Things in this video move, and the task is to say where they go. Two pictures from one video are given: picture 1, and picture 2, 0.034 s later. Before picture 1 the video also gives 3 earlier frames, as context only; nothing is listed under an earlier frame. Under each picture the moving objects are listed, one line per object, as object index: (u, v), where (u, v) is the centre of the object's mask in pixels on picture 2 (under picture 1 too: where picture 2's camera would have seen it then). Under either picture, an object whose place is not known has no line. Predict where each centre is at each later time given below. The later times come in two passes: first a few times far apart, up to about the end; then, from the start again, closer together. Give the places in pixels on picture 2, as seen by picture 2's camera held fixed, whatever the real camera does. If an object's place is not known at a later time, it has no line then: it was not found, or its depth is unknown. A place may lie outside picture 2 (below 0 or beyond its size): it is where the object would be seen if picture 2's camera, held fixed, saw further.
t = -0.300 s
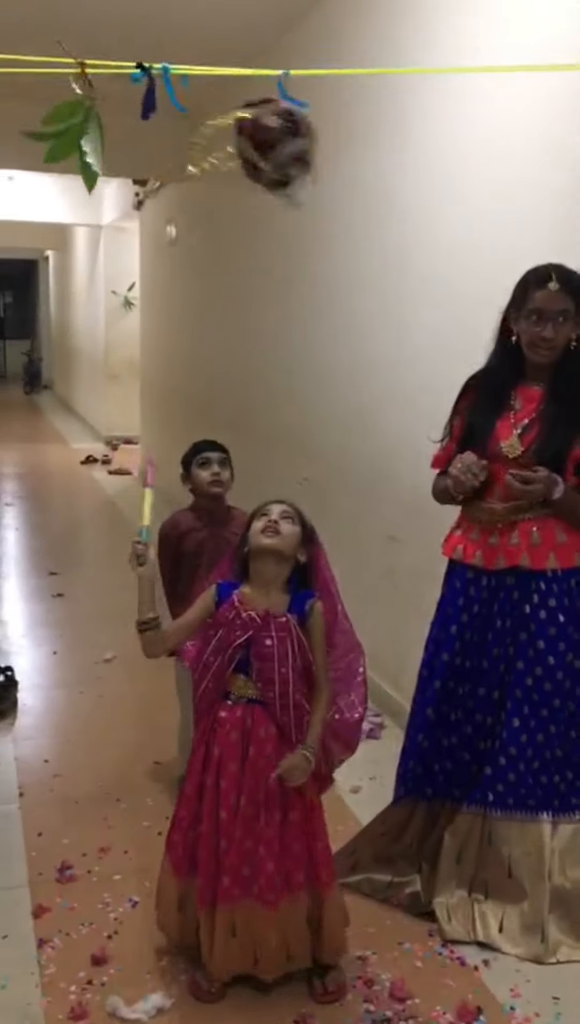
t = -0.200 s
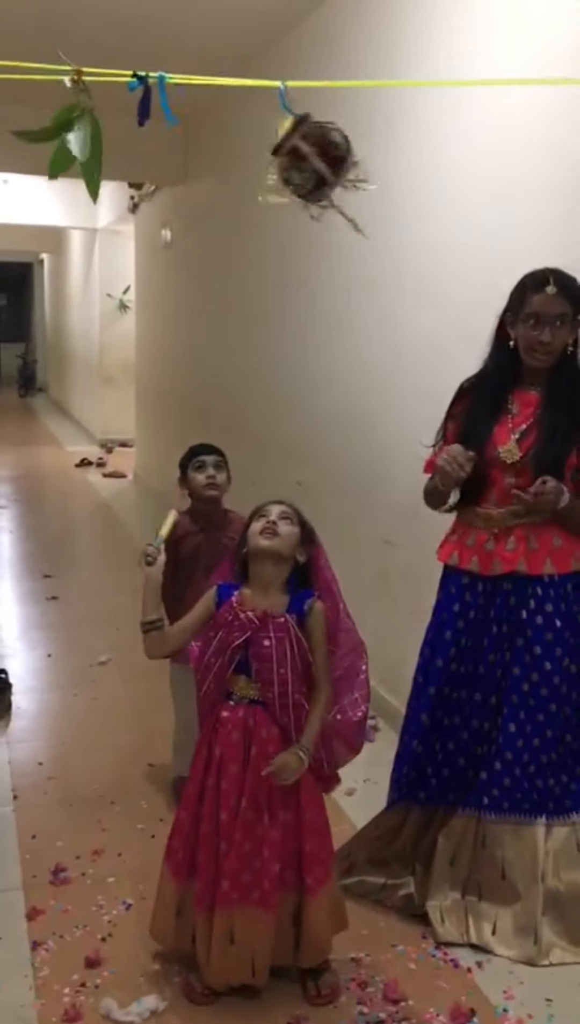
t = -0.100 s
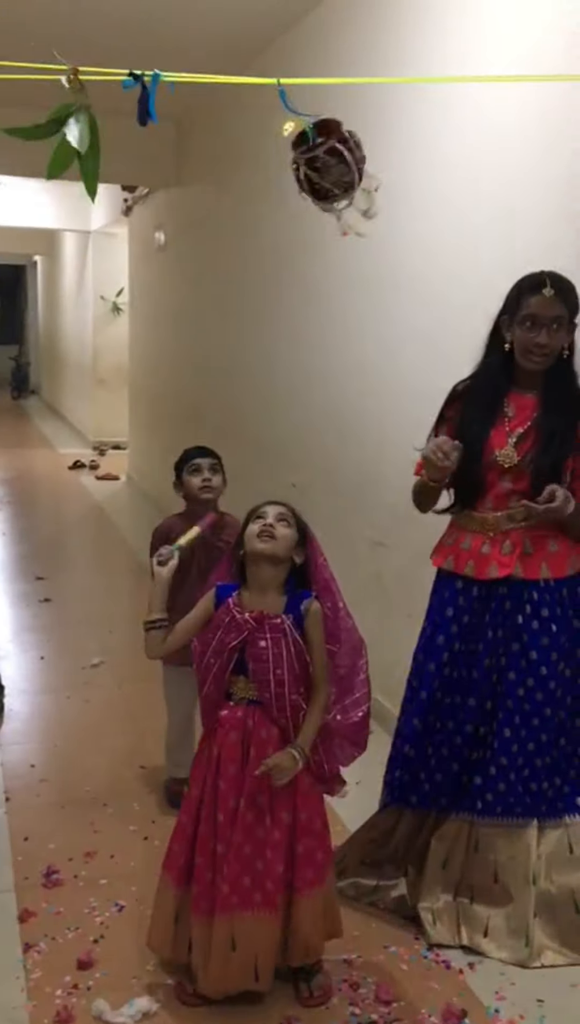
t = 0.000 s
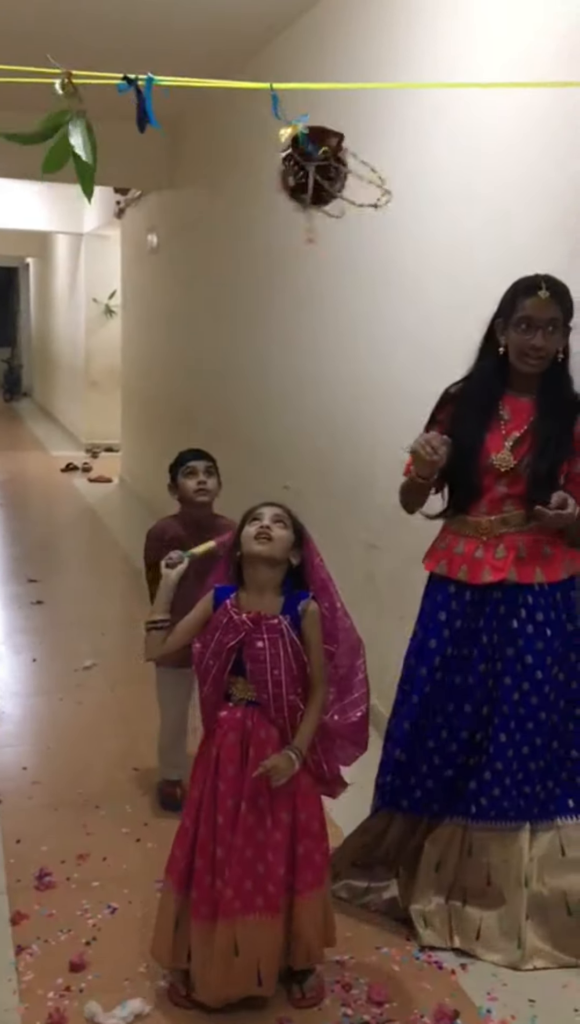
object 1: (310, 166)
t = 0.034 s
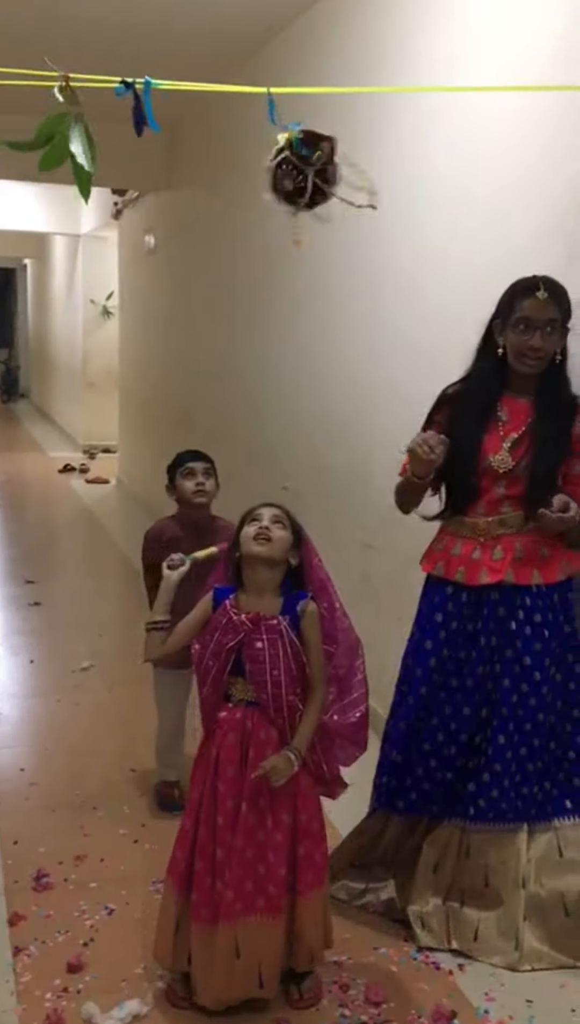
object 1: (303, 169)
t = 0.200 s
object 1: (248, 169)
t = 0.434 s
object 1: (218, 168)
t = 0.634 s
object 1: (288, 155)
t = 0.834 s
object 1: (321, 163)
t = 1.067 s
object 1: (254, 181)
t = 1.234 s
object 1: (209, 161)
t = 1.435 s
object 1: (235, 164)
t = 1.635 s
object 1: (304, 171)
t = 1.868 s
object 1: (292, 175)
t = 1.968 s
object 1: (261, 177)
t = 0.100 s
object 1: (285, 171)
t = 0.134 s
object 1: (273, 172)
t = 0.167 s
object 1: (259, 171)
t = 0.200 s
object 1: (248, 169)
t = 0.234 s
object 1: (239, 167)
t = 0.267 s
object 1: (231, 165)
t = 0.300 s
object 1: (223, 165)
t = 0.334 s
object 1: (217, 165)
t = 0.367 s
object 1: (214, 166)
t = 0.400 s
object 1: (215, 167)
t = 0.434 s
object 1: (218, 168)
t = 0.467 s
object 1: (225, 168)
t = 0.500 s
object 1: (235, 166)
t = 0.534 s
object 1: (246, 165)
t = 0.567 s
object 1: (260, 162)
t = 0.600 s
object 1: (276, 159)
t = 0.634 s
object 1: (288, 155)
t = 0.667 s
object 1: (299, 153)
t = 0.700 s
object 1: (310, 152)
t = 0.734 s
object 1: (324, 155)
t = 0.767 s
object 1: (326, 155)
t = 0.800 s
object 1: (323, 160)
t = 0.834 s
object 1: (321, 163)
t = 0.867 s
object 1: (318, 170)
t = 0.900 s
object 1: (311, 174)
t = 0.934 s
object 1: (302, 178)
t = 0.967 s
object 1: (290, 181)
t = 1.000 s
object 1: (279, 184)
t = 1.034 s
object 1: (266, 184)
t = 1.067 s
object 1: (254, 181)
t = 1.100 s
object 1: (241, 177)
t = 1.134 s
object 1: (231, 173)
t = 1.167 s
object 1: (221, 168)
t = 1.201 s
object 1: (215, 163)
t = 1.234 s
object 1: (209, 161)
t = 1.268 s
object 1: (209, 158)
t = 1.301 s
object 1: (209, 155)
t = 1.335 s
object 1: (211, 155)
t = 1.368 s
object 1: (215, 157)
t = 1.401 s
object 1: (225, 160)
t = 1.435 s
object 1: (235, 164)
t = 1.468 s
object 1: (248, 166)
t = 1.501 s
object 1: (262, 168)
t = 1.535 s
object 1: (274, 169)
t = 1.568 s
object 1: (286, 170)
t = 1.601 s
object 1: (296, 171)
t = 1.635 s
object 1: (304, 171)
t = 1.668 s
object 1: (309, 173)
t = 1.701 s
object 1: (311, 173)
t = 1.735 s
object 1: (312, 172)
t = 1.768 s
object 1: (309, 172)
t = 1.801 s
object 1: (305, 173)
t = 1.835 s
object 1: (300, 174)
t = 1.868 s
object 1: (292, 175)
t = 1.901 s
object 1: (282, 177)
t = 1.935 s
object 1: (272, 177)
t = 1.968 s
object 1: (261, 177)
